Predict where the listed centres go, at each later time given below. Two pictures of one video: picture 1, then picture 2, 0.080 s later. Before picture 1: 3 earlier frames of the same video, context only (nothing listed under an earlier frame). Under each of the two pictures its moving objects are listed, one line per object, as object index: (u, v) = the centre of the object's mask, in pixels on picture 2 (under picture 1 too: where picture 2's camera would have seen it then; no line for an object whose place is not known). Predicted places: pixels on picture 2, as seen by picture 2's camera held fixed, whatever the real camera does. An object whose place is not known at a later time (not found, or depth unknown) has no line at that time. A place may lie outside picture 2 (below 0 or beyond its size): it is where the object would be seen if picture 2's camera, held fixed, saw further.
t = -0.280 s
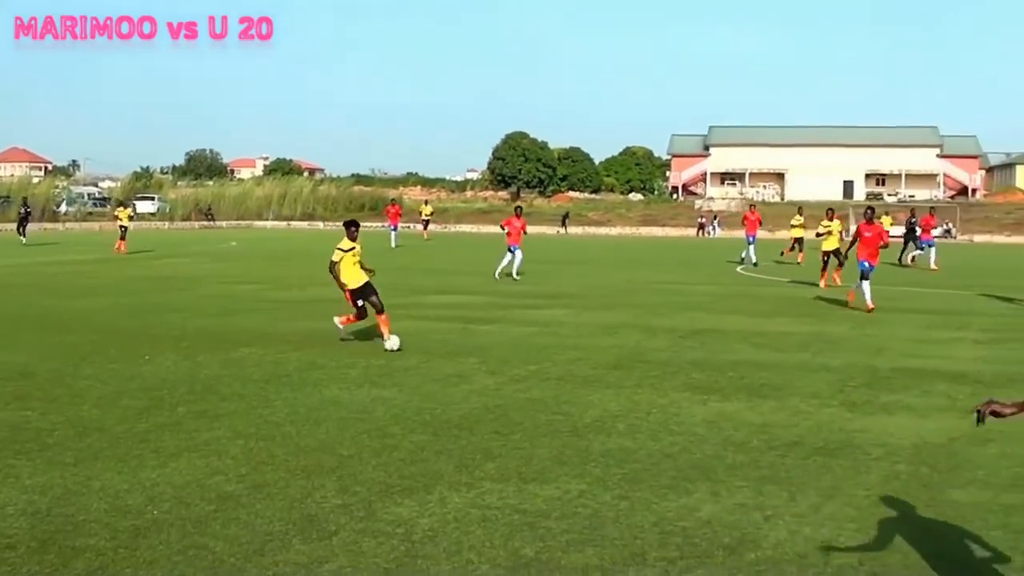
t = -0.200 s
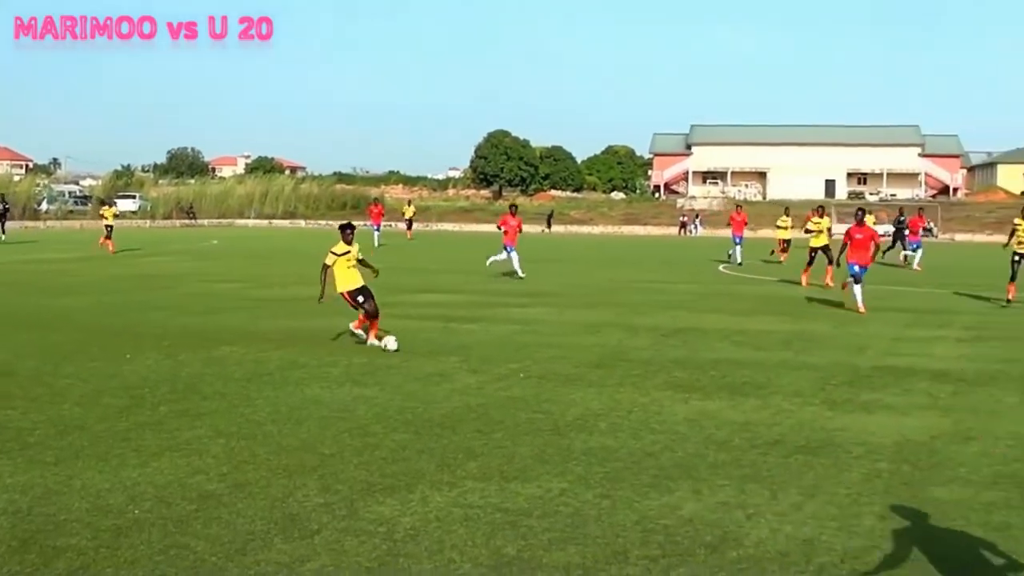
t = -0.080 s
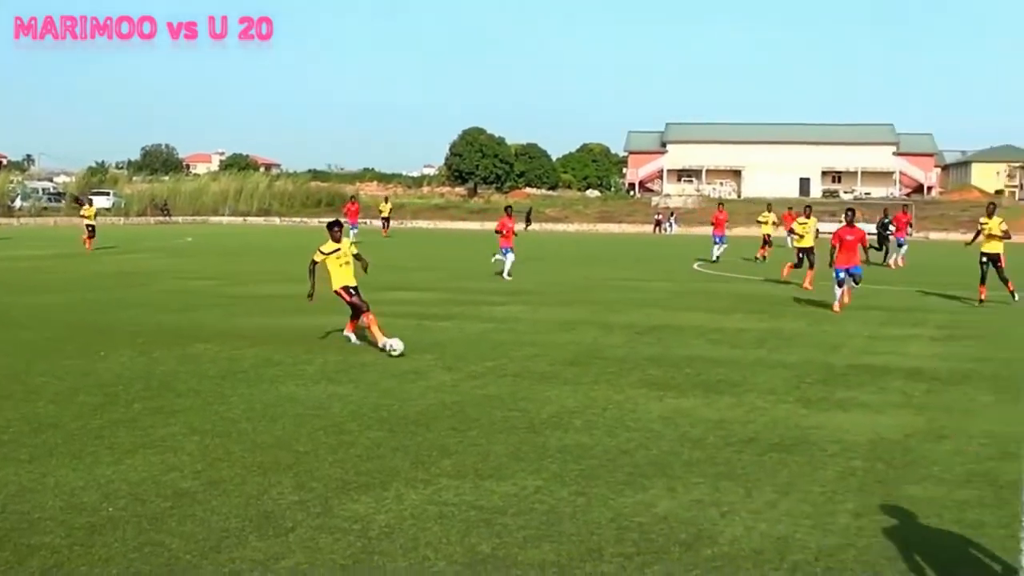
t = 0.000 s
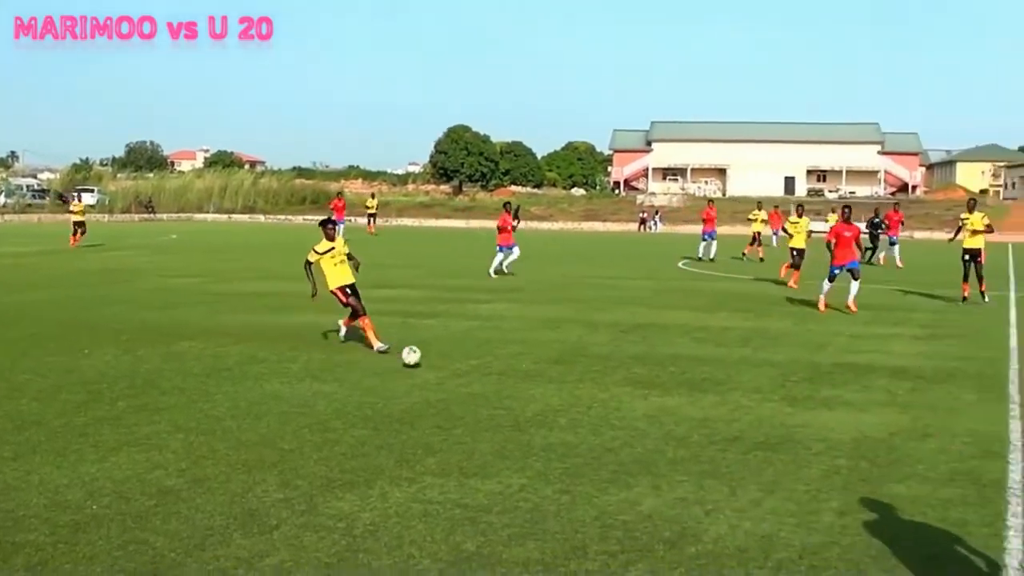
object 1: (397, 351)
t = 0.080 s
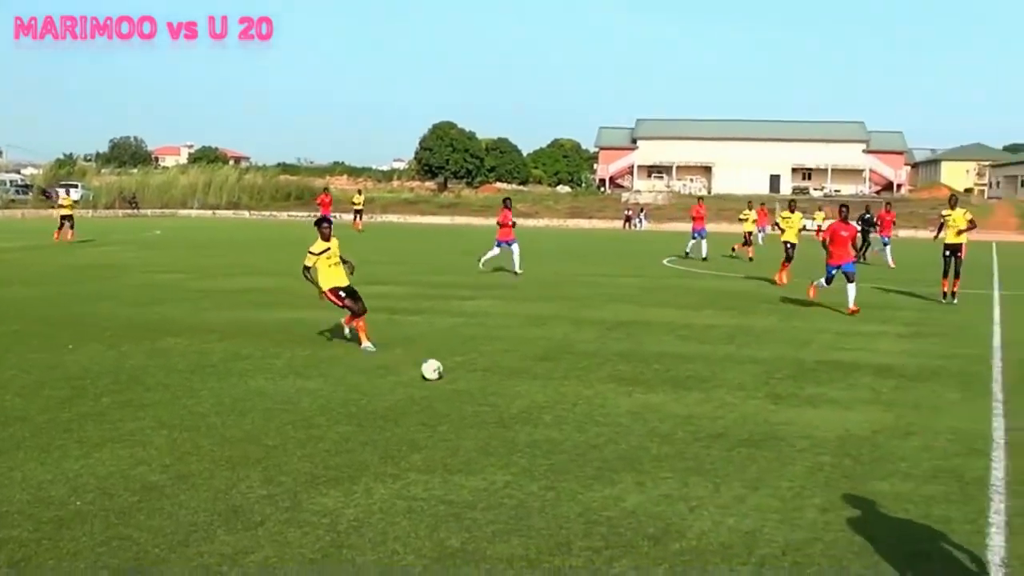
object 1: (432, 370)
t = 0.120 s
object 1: (449, 376)
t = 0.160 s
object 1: (469, 383)
